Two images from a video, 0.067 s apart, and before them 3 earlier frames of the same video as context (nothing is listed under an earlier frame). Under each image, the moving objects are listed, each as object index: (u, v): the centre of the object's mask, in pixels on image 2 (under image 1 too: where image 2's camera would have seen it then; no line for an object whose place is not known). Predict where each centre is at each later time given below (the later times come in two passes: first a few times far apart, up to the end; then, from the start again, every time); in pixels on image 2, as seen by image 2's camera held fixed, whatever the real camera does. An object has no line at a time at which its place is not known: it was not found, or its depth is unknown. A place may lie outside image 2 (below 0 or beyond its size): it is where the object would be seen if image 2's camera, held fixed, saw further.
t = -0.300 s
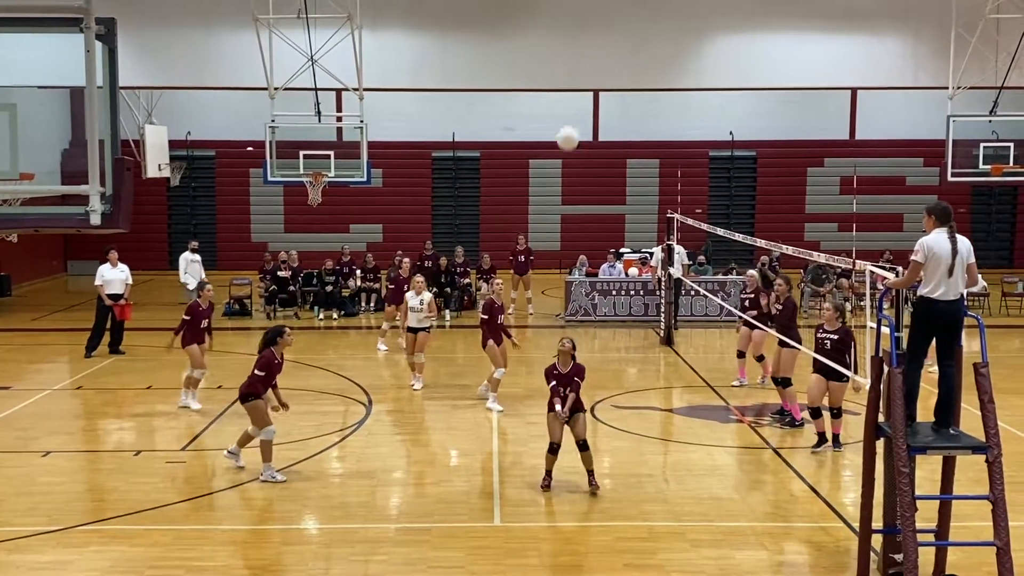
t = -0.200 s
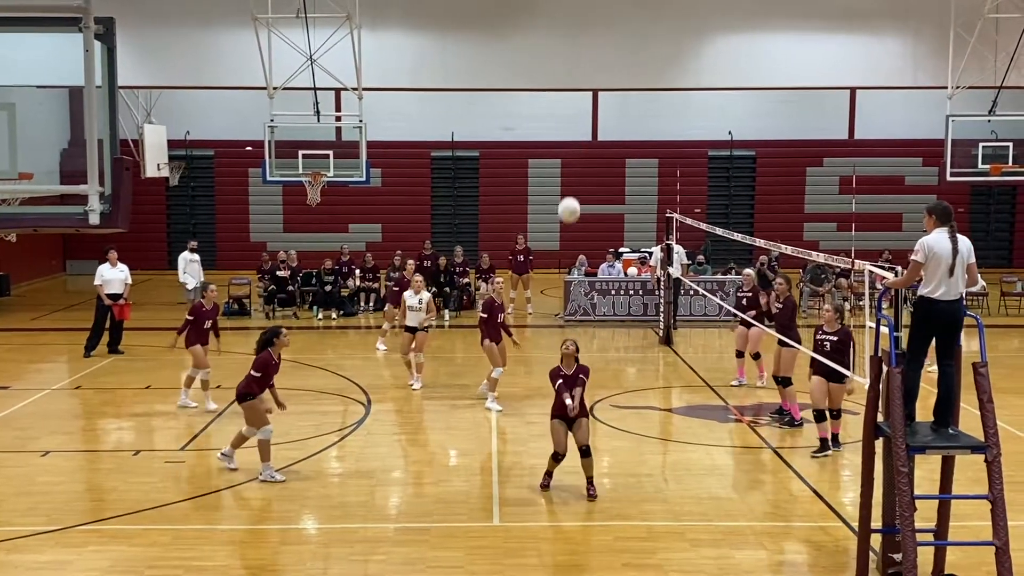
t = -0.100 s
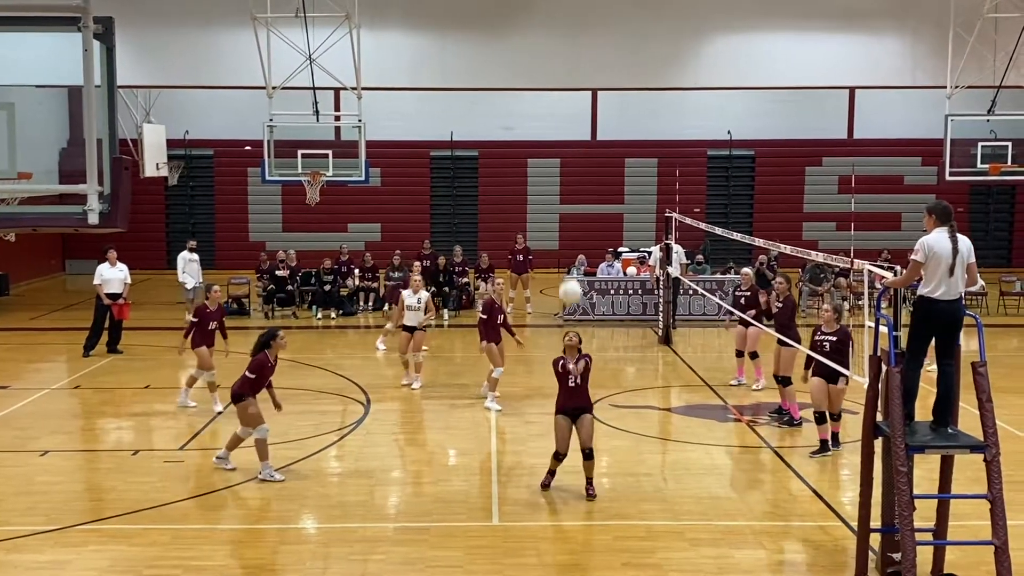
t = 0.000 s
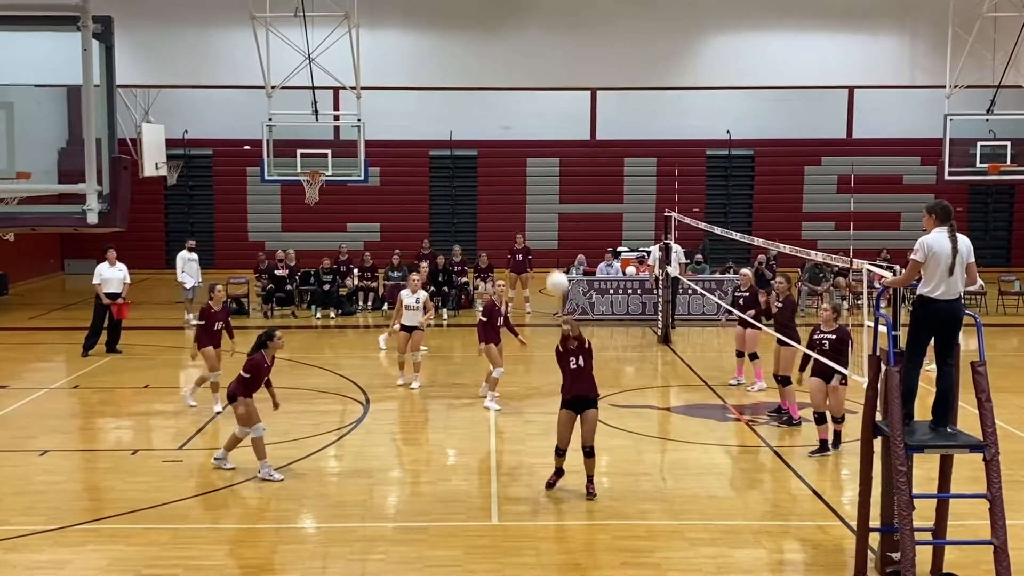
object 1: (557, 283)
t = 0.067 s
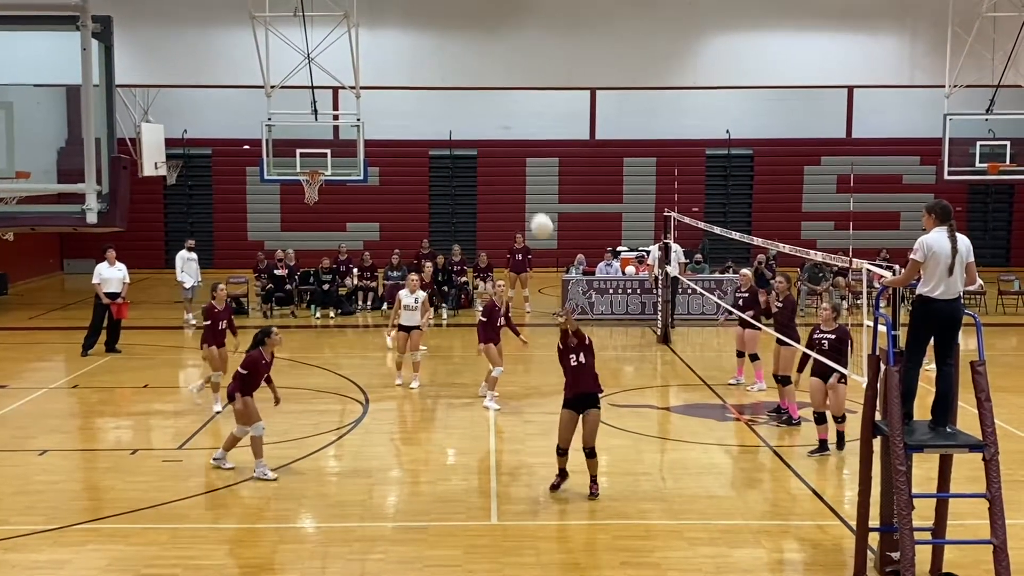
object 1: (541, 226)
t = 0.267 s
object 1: (500, 97)
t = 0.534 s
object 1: (453, 9)
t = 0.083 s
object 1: (538, 213)
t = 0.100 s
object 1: (535, 200)
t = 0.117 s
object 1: (530, 188)
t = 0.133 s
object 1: (527, 175)
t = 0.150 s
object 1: (523, 164)
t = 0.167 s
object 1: (520, 154)
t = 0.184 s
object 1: (517, 143)
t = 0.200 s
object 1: (513, 133)
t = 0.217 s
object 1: (510, 124)
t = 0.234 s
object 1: (507, 115)
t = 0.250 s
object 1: (504, 106)
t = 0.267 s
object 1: (500, 97)
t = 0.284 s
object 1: (496, 88)
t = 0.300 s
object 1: (494, 81)
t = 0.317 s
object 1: (490, 73)
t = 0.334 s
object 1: (487, 66)
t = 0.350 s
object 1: (484, 59)
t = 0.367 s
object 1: (481, 53)
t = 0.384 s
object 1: (478, 47)
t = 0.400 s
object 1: (475, 42)
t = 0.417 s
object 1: (473, 36)
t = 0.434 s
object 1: (470, 31)
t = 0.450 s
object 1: (467, 25)
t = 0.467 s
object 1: (464, 21)
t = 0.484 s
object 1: (461, 18)
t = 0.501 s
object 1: (459, 14)
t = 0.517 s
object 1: (456, 11)
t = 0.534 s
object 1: (453, 9)
